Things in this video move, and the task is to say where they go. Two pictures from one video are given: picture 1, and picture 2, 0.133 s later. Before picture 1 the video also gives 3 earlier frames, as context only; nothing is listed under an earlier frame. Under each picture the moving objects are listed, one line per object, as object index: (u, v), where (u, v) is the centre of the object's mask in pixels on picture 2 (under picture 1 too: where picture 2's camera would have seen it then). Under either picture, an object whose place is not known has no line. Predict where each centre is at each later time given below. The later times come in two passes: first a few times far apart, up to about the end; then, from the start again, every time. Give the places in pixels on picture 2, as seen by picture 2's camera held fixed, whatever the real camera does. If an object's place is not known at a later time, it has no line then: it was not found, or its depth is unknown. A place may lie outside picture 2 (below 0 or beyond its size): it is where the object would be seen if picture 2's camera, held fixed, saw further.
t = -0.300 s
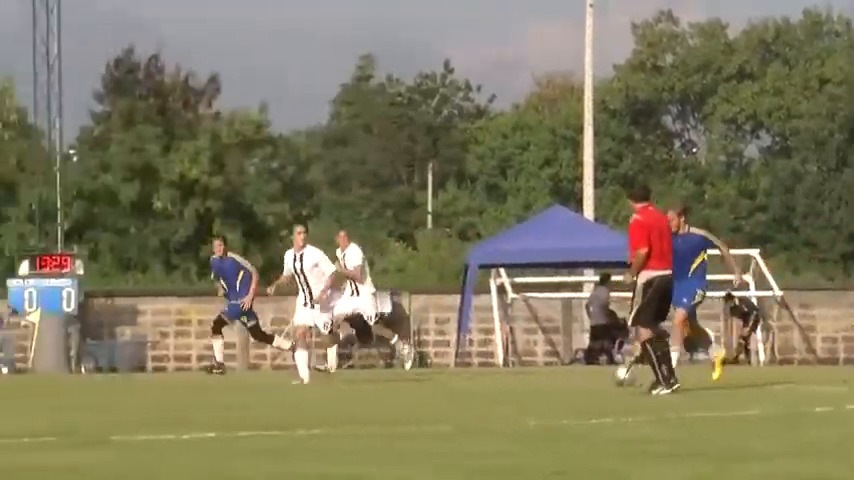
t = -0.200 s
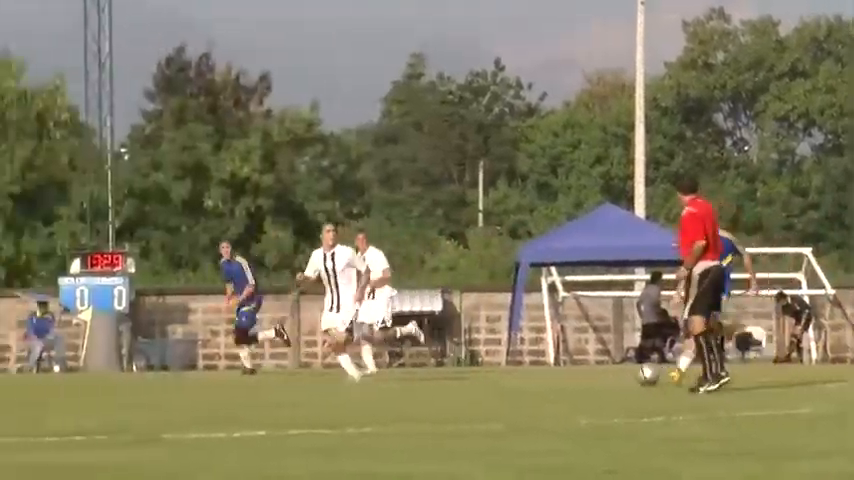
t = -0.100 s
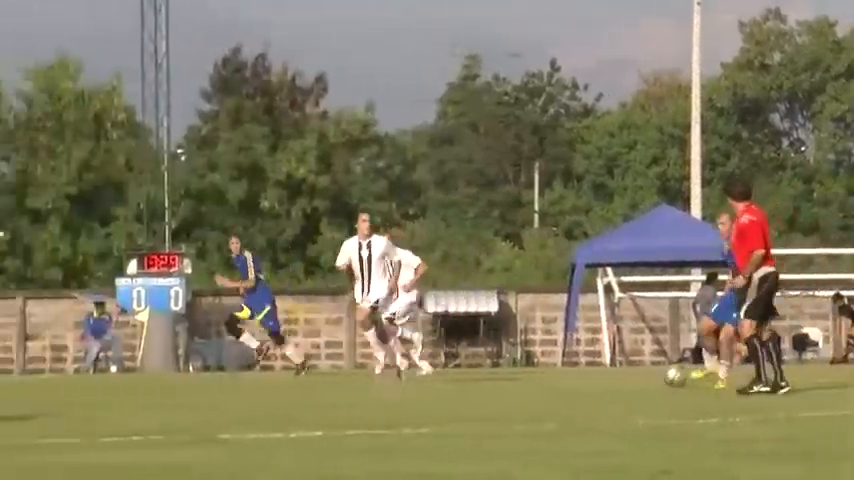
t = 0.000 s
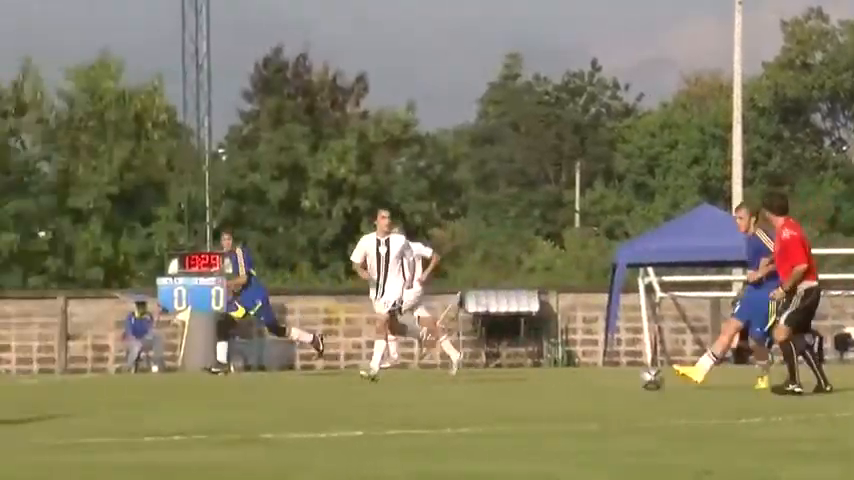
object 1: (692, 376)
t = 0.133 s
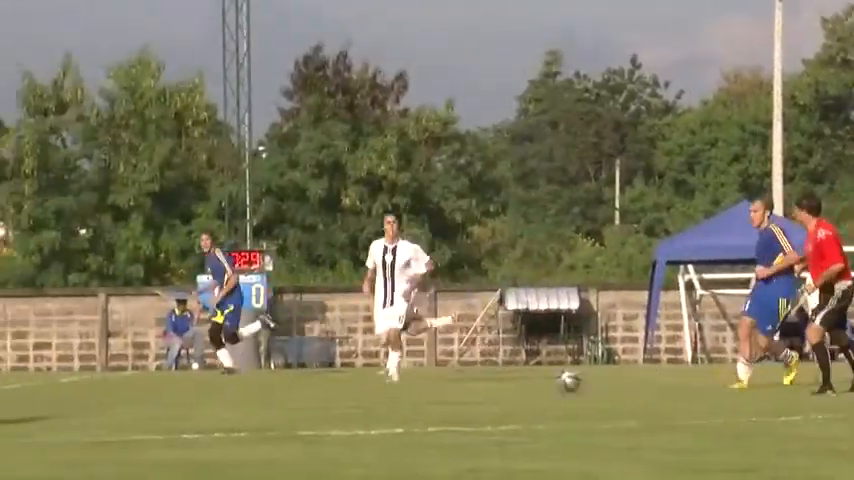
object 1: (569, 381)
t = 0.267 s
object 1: (442, 385)
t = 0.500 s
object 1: (214, 395)
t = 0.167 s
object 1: (536, 381)
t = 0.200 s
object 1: (505, 384)
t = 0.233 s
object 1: (473, 386)
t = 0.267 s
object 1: (442, 385)
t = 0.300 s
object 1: (410, 385)
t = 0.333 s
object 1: (378, 388)
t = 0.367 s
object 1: (345, 389)
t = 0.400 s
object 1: (311, 391)
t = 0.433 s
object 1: (280, 394)
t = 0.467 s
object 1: (246, 395)
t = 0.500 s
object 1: (214, 395)
